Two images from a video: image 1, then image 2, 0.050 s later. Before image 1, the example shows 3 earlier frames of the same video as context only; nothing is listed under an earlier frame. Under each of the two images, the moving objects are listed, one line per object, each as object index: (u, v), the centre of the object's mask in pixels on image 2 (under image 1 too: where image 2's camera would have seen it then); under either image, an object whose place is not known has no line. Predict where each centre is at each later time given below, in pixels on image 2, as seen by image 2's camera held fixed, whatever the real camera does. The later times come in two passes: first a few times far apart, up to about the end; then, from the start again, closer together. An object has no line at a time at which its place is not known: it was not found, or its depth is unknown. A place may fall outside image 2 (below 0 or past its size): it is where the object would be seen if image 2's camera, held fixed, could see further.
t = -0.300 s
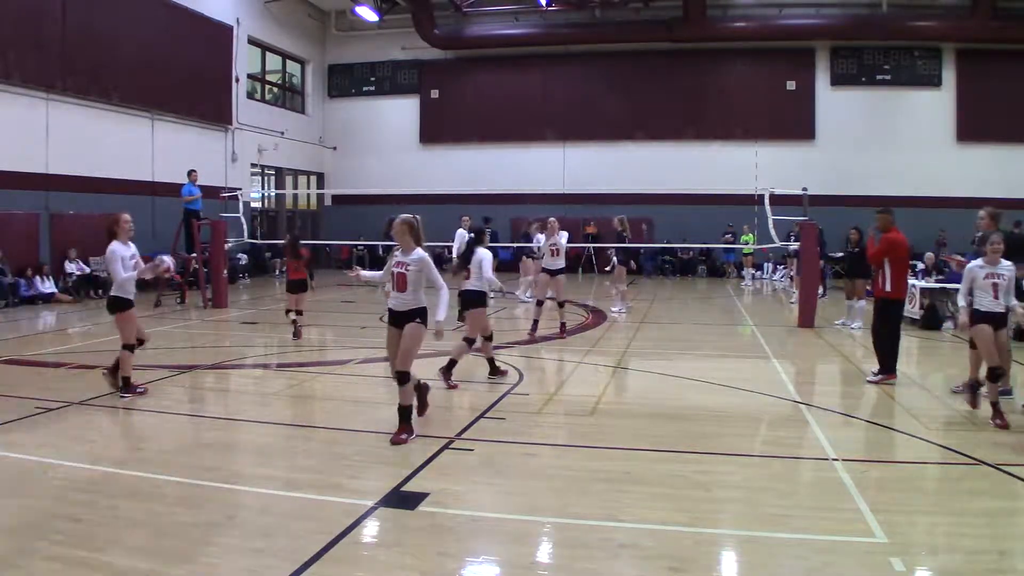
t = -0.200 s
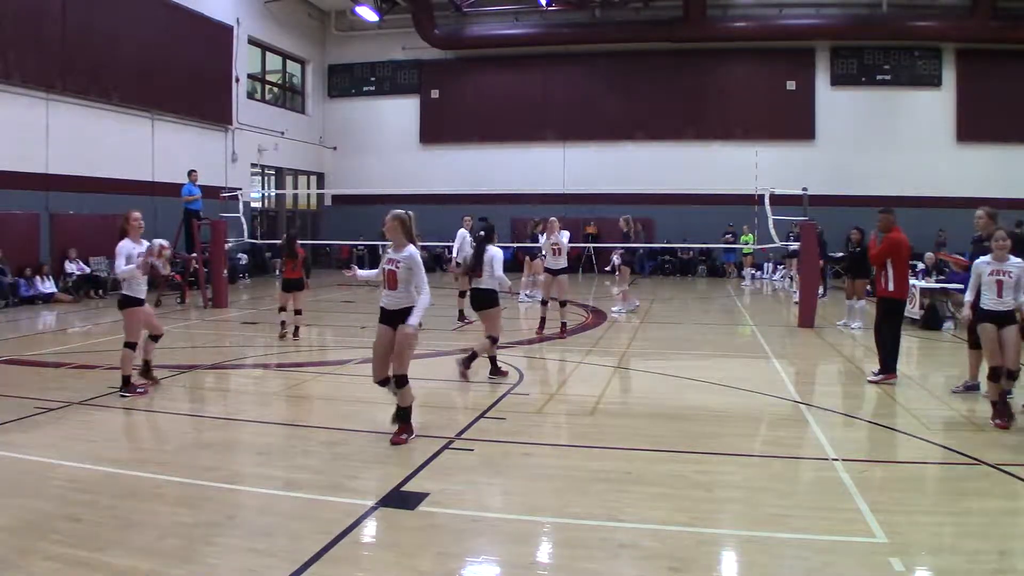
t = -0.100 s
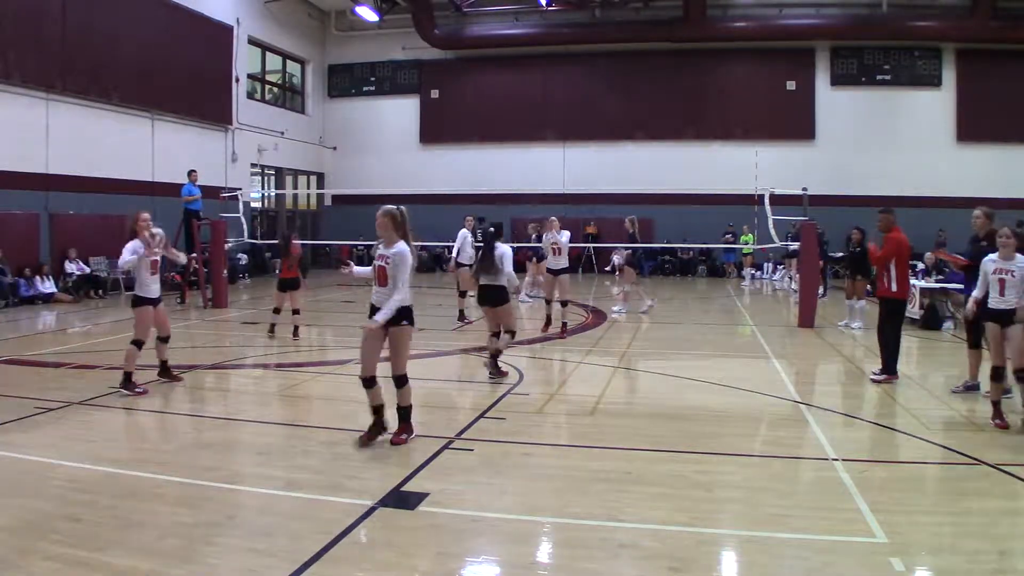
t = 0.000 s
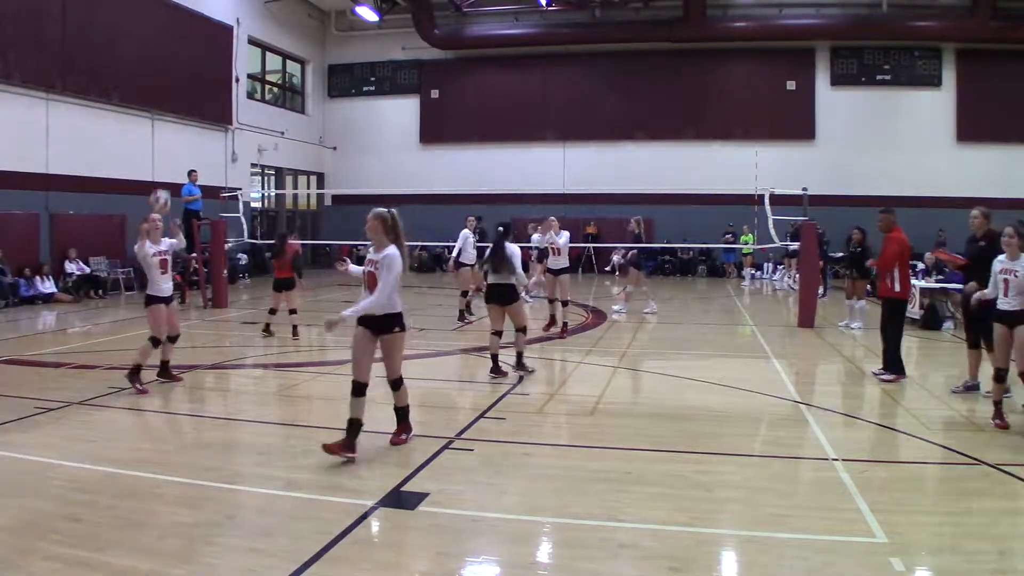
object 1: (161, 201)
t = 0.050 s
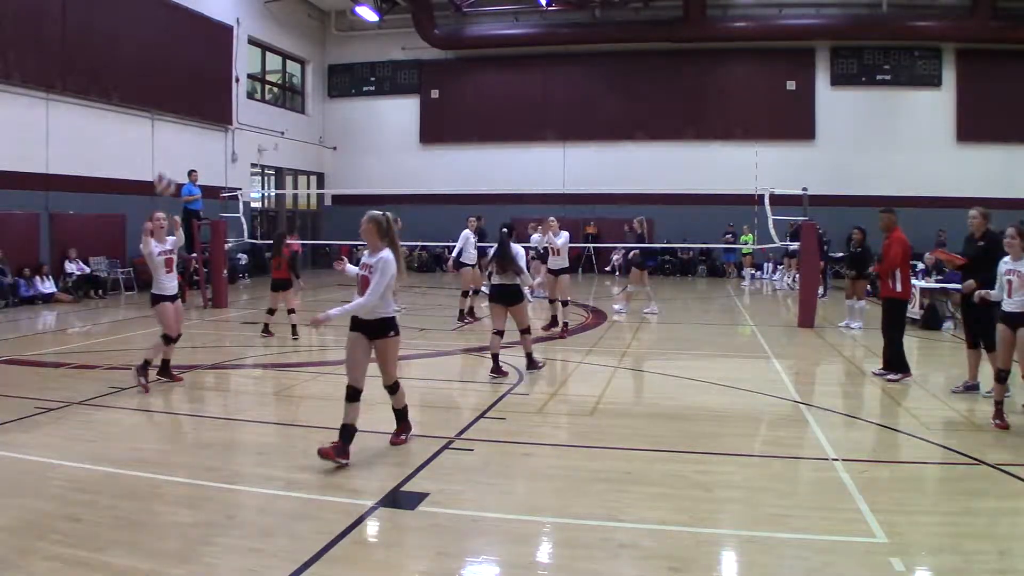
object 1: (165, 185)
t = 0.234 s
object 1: (185, 130)
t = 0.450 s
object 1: (213, 113)
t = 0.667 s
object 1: (246, 161)
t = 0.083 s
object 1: (168, 173)
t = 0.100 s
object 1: (170, 167)
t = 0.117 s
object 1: (172, 161)
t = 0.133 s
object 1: (174, 157)
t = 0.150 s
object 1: (175, 152)
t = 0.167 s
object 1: (177, 148)
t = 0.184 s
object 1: (180, 143)
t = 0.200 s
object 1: (182, 138)
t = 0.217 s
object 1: (184, 134)
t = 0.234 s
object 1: (185, 130)
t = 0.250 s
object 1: (188, 127)
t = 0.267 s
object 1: (191, 123)
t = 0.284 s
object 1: (192, 121)
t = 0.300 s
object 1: (194, 119)
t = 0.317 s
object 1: (195, 117)
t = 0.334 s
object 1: (197, 115)
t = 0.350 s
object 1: (200, 113)
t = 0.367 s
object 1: (202, 113)
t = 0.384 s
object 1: (204, 112)
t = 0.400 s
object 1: (206, 112)
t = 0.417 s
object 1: (208, 112)
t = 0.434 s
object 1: (210, 112)
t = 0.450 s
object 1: (213, 113)
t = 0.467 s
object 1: (215, 114)
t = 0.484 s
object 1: (217, 115)
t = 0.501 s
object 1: (219, 117)
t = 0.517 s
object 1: (221, 120)
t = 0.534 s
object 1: (224, 123)
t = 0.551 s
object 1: (226, 126)
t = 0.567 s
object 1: (229, 130)
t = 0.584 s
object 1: (232, 134)
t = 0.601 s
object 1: (234, 138)
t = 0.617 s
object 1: (237, 143)
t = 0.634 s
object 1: (240, 149)
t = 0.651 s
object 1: (243, 155)
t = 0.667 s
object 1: (246, 161)
